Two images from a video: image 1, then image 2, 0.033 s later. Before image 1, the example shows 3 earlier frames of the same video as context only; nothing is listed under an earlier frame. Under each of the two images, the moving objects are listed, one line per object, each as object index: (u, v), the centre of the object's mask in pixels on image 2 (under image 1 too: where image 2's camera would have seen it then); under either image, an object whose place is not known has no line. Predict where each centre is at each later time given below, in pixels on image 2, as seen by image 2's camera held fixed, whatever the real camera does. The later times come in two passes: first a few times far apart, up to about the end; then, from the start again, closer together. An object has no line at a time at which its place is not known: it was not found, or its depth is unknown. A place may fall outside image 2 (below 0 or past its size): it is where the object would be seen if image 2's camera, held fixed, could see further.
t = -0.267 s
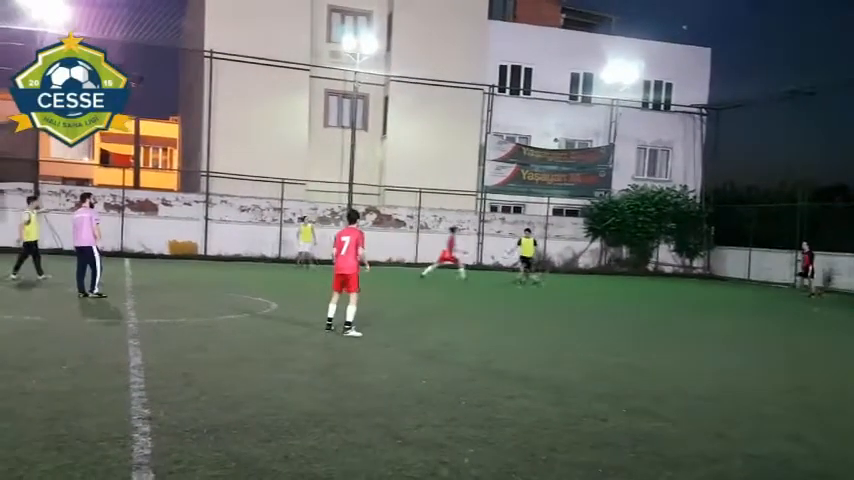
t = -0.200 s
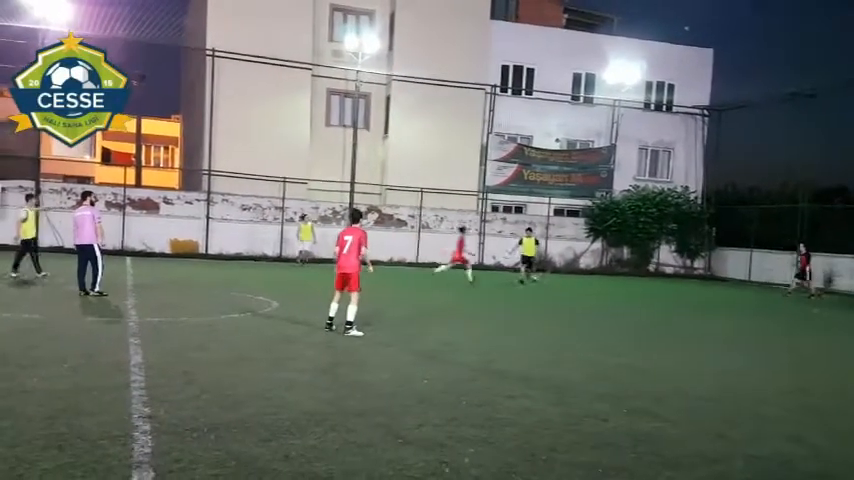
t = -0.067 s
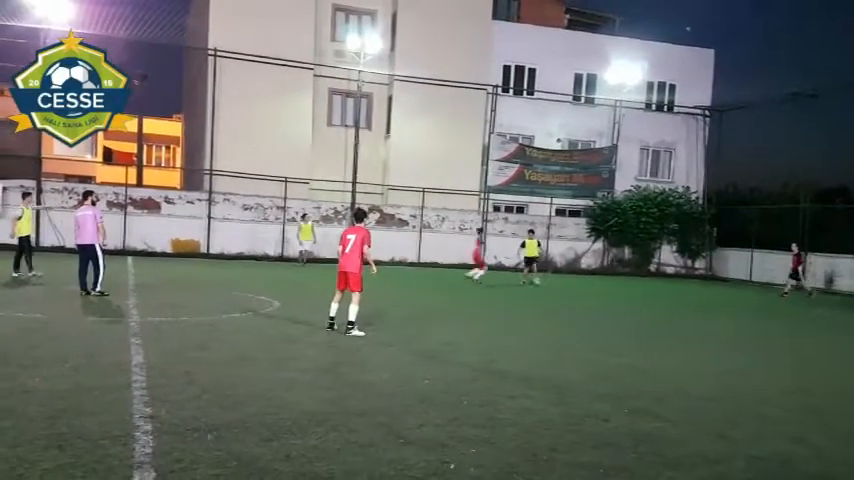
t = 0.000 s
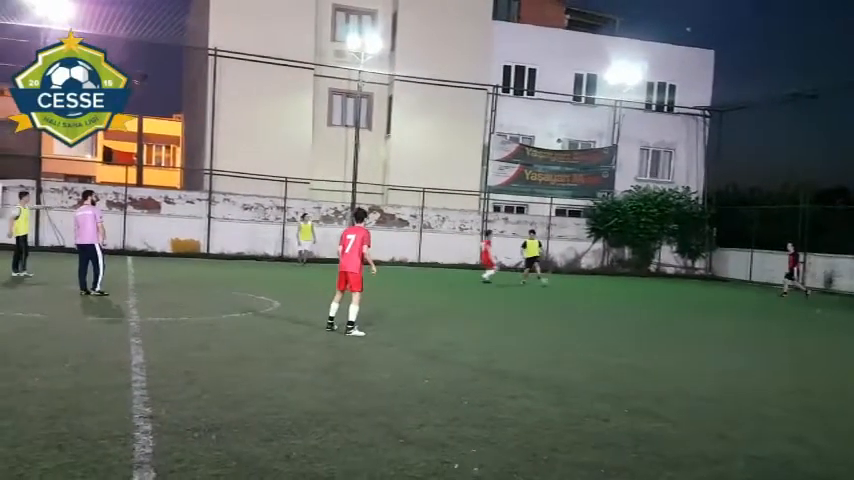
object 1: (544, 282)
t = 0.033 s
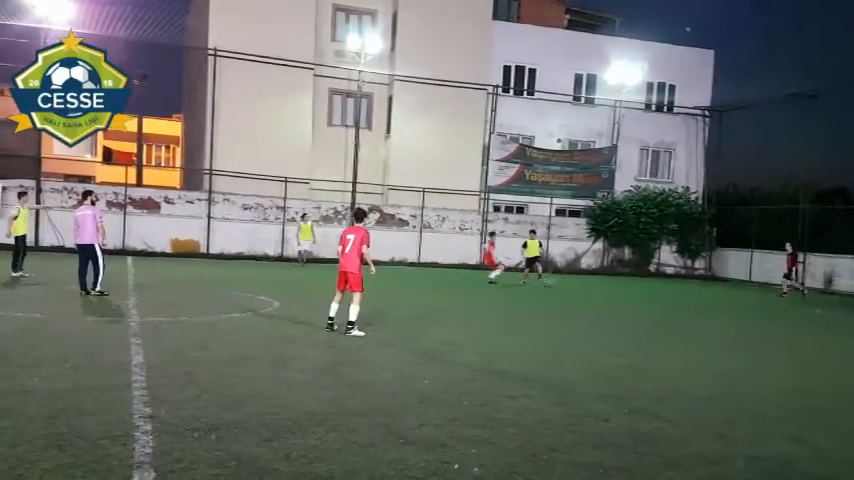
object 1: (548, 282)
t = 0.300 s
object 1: (606, 291)
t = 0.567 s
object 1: (659, 300)
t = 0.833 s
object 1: (711, 307)
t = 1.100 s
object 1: (773, 318)
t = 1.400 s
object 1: (852, 329)
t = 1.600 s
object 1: (916, 340)
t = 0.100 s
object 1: (564, 283)
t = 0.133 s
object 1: (570, 284)
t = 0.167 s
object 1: (578, 287)
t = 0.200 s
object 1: (586, 289)
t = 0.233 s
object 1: (590, 289)
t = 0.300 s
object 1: (606, 291)
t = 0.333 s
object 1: (612, 291)
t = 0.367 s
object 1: (619, 294)
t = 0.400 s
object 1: (626, 297)
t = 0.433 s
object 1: (633, 297)
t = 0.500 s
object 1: (645, 297)
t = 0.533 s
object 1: (651, 299)
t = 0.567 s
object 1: (659, 300)
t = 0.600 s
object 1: (666, 302)
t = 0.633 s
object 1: (670, 302)
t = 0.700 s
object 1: (684, 304)
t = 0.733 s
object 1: (691, 304)
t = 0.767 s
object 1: (698, 304)
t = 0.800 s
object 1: (705, 305)
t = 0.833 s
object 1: (711, 307)
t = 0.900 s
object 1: (727, 311)
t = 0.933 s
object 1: (734, 311)
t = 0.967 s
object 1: (741, 311)
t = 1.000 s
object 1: (750, 311)
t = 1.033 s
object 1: (757, 313)
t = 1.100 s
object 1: (773, 318)
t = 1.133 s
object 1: (781, 319)
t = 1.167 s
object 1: (790, 319)
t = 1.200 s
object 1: (798, 320)
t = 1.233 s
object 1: (807, 321)
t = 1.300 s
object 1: (824, 325)
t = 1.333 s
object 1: (834, 328)
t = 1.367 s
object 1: (842, 328)
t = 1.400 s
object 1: (852, 329)
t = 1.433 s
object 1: (863, 330)
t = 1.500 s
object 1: (883, 334)
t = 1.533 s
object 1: (893, 335)
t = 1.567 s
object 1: (905, 337)
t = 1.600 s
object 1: (916, 340)
